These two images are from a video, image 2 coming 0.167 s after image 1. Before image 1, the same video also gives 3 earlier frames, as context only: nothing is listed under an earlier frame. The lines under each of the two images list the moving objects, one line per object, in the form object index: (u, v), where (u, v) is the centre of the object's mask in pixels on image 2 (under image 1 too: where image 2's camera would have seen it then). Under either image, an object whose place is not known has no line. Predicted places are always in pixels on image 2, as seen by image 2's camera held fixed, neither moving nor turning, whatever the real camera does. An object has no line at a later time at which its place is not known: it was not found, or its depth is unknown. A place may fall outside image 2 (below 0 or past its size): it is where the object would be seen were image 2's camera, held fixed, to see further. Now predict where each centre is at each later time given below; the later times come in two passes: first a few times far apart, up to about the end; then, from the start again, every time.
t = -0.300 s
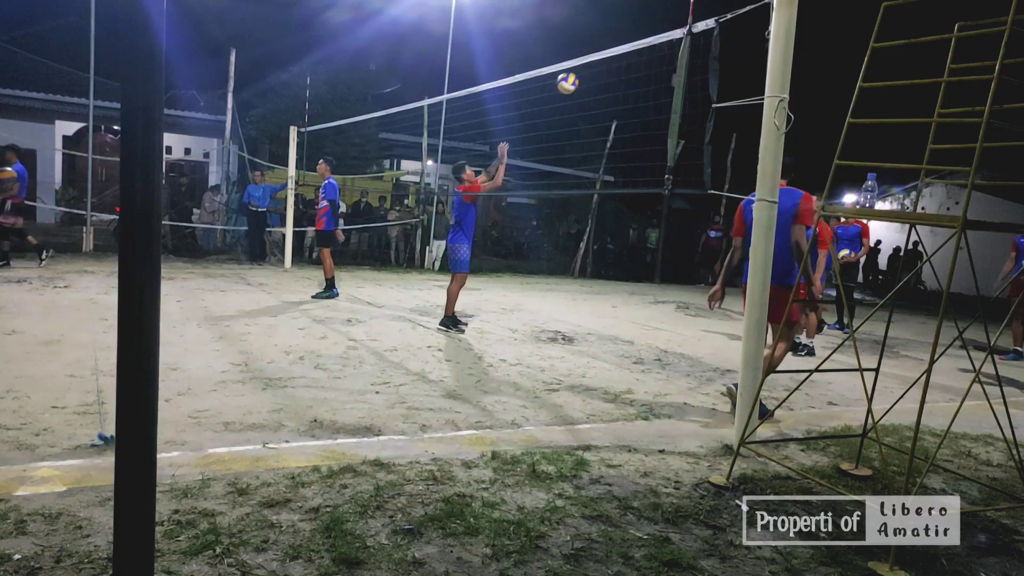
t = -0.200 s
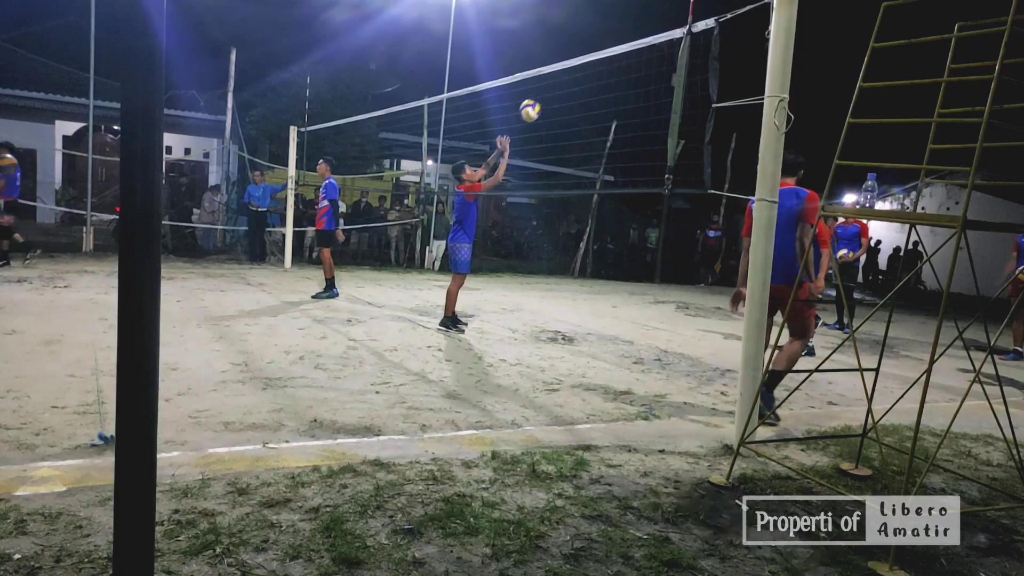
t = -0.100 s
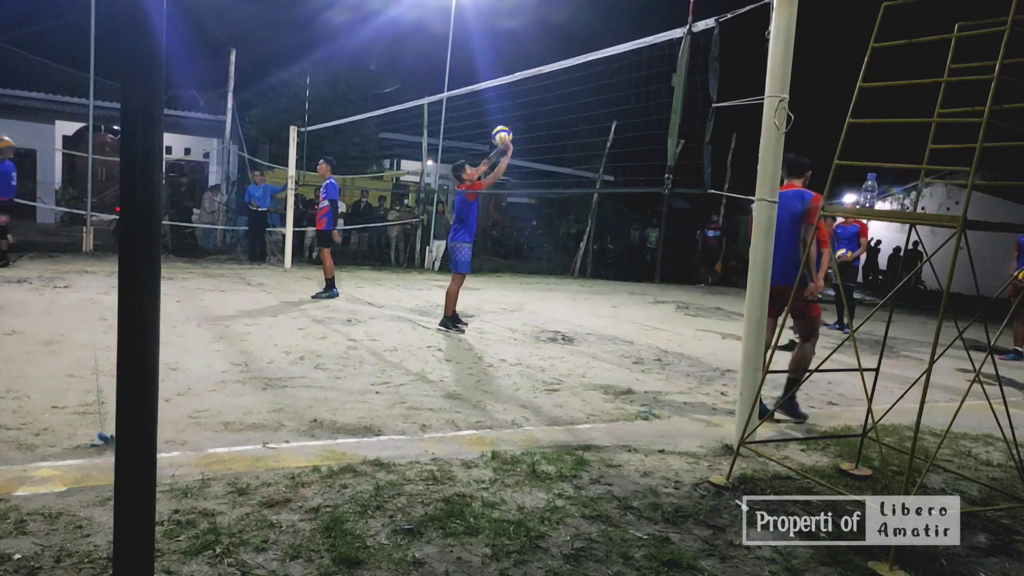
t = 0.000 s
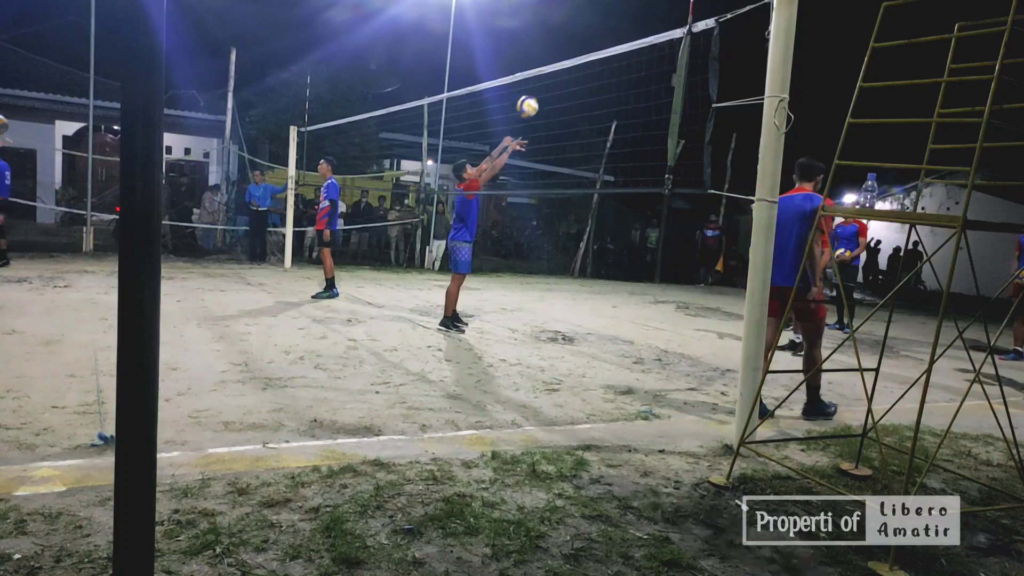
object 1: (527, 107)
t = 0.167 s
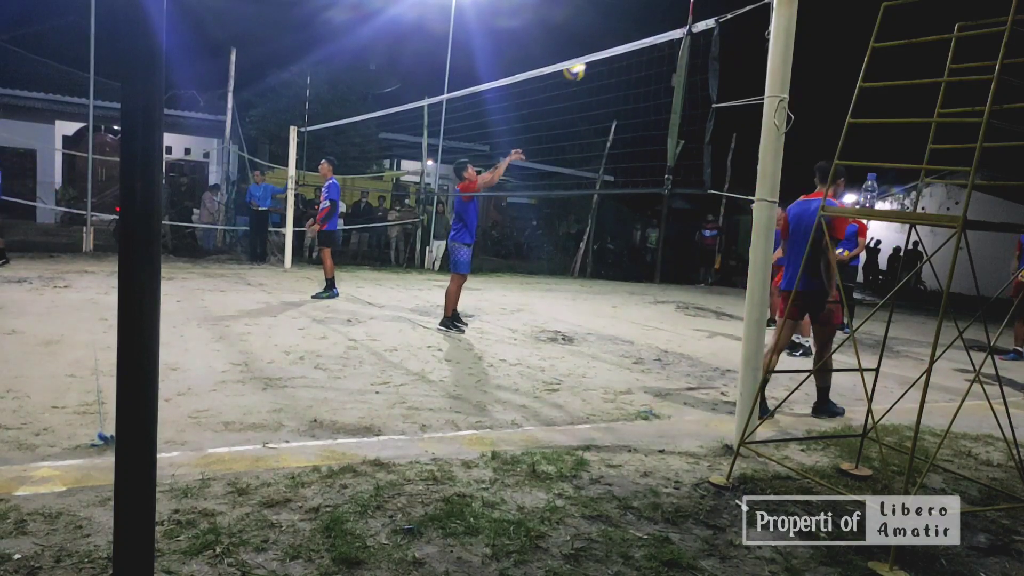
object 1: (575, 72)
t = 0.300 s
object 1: (612, 56)
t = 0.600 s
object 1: (693, 73)
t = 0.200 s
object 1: (586, 67)
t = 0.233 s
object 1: (590, 63)
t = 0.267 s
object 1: (601, 59)
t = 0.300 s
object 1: (612, 56)
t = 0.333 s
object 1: (621, 54)
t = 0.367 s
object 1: (631, 55)
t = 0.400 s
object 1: (641, 54)
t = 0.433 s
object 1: (650, 54)
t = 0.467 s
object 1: (654, 55)
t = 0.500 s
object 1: (663, 58)
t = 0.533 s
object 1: (670, 61)
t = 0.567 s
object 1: (674, 65)
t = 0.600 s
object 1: (693, 73)
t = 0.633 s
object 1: (698, 79)
